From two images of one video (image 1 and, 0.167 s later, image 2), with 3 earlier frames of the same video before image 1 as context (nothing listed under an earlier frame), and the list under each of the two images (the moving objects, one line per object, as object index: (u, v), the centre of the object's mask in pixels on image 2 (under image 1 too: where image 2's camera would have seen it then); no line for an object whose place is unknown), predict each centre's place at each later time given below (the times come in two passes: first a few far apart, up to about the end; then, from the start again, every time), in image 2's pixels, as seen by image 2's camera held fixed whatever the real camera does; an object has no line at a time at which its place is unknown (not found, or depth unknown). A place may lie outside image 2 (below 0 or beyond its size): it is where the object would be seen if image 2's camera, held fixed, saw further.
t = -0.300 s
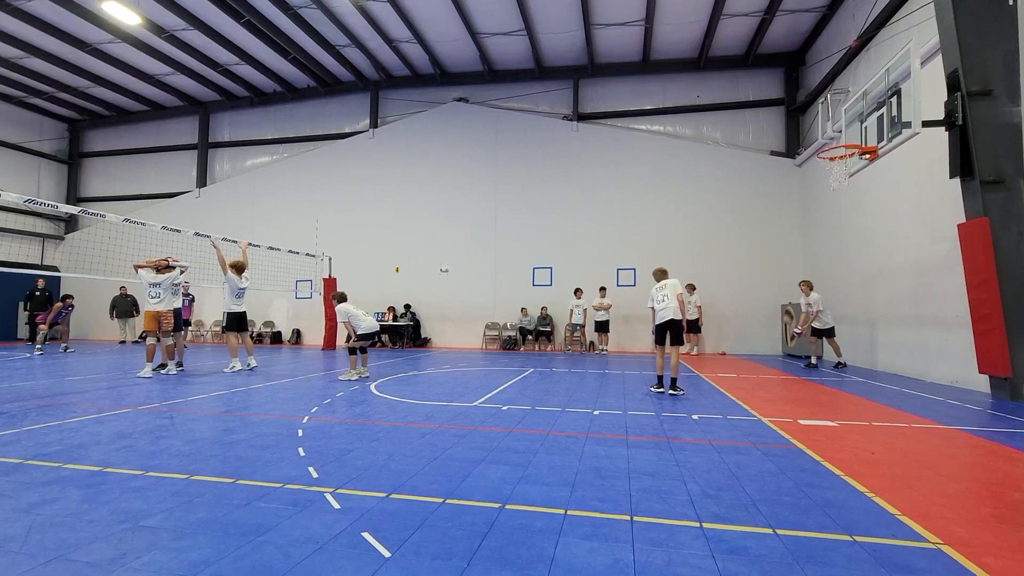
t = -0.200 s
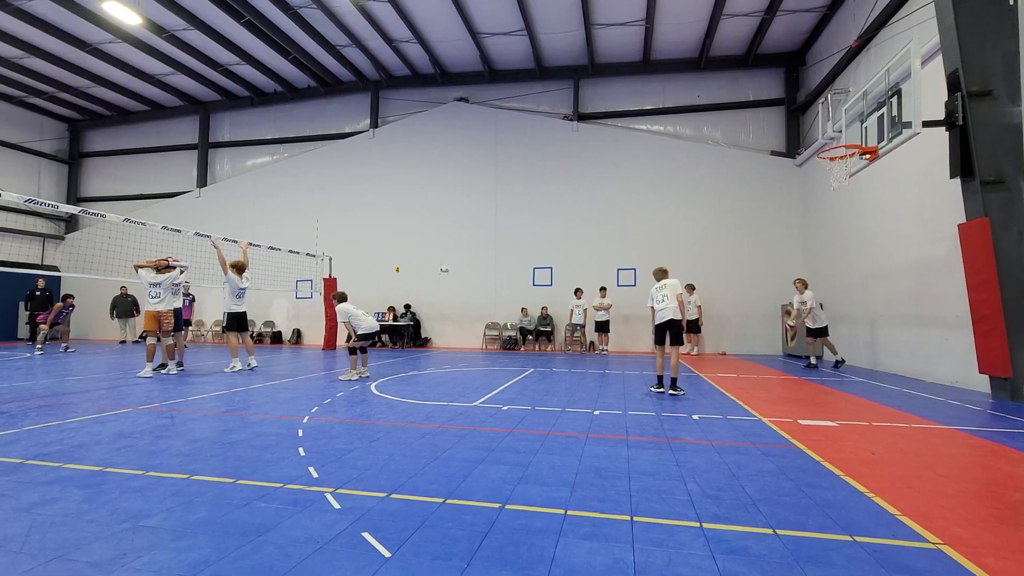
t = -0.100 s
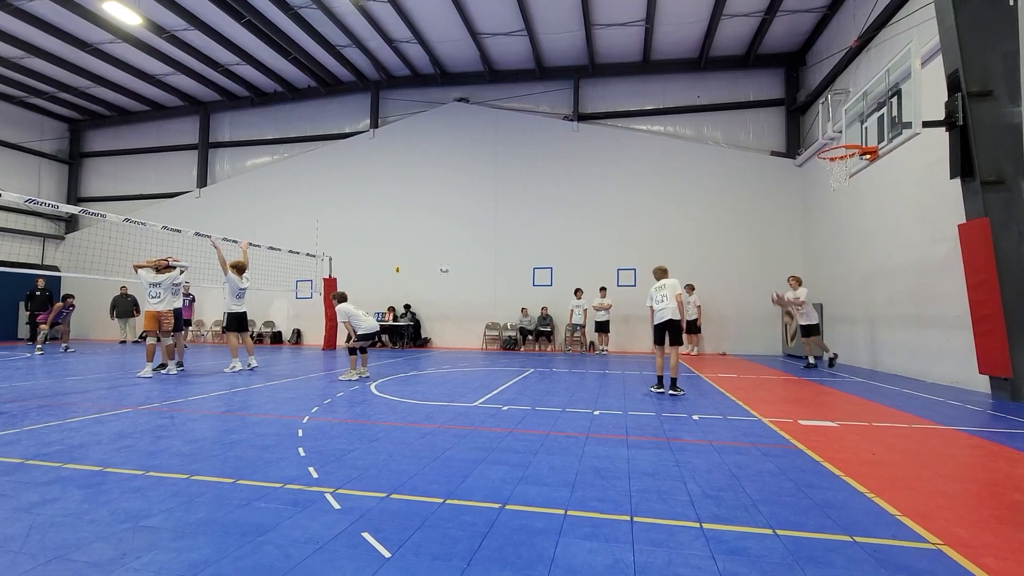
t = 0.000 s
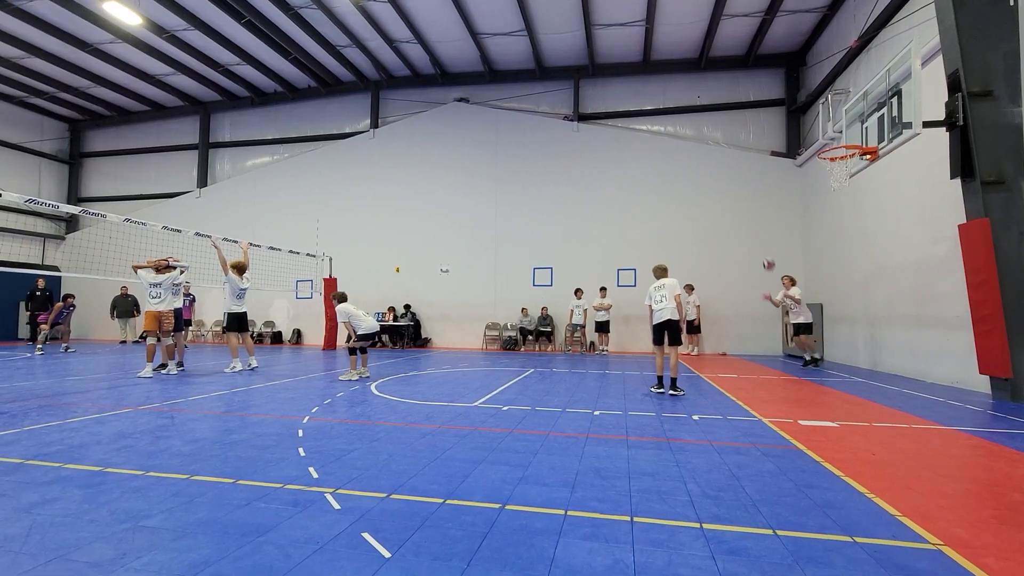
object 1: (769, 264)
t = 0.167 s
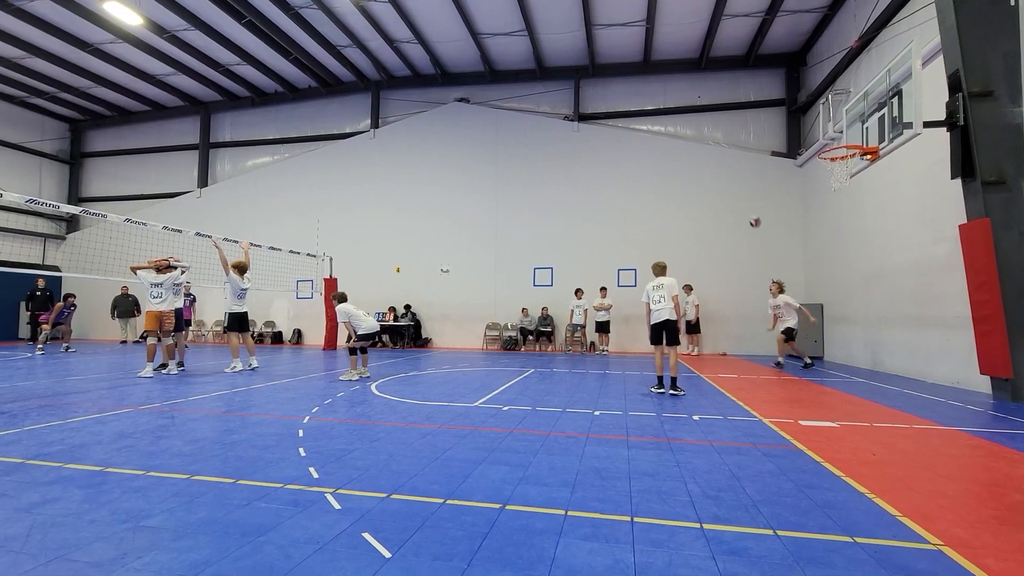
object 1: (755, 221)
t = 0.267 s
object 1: (746, 203)
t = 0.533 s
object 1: (726, 182)
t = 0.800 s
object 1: (707, 196)
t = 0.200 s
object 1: (752, 215)
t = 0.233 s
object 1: (749, 209)
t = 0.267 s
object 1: (746, 203)
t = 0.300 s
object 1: (744, 199)
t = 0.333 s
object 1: (741, 194)
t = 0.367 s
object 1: (739, 191)
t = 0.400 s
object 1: (736, 188)
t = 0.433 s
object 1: (734, 185)
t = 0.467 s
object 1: (731, 184)
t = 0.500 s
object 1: (728, 182)
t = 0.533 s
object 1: (726, 182)
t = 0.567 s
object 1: (724, 181)
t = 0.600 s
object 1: (721, 182)
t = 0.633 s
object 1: (719, 183)
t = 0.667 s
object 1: (716, 184)
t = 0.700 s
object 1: (714, 186)
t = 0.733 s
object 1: (712, 189)
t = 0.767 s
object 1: (709, 192)
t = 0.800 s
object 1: (707, 196)
